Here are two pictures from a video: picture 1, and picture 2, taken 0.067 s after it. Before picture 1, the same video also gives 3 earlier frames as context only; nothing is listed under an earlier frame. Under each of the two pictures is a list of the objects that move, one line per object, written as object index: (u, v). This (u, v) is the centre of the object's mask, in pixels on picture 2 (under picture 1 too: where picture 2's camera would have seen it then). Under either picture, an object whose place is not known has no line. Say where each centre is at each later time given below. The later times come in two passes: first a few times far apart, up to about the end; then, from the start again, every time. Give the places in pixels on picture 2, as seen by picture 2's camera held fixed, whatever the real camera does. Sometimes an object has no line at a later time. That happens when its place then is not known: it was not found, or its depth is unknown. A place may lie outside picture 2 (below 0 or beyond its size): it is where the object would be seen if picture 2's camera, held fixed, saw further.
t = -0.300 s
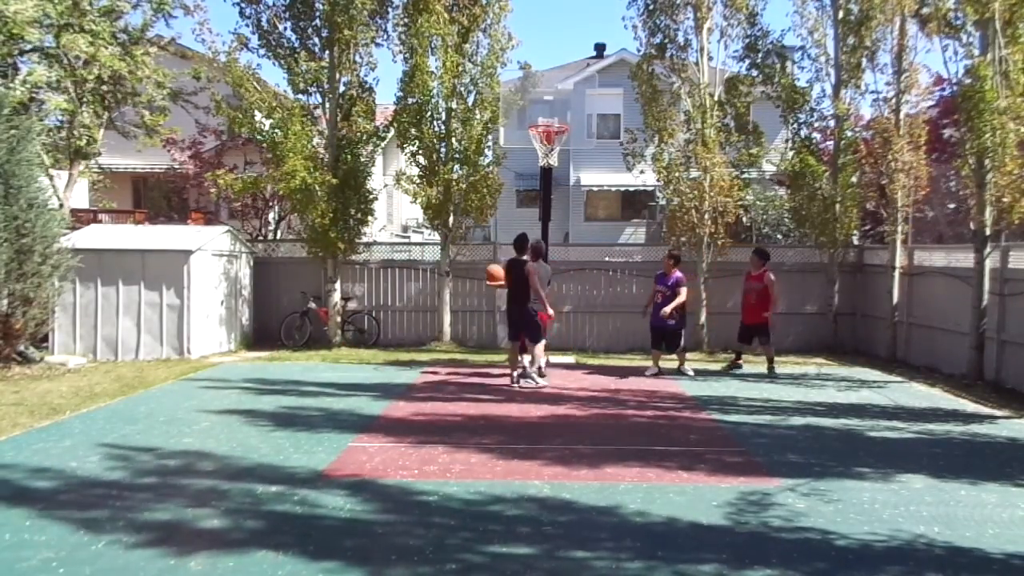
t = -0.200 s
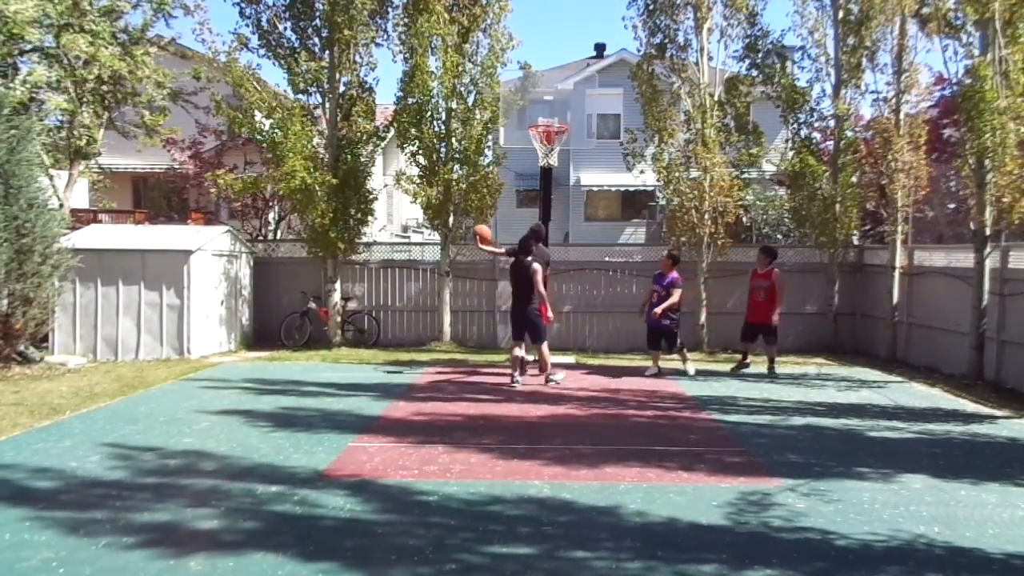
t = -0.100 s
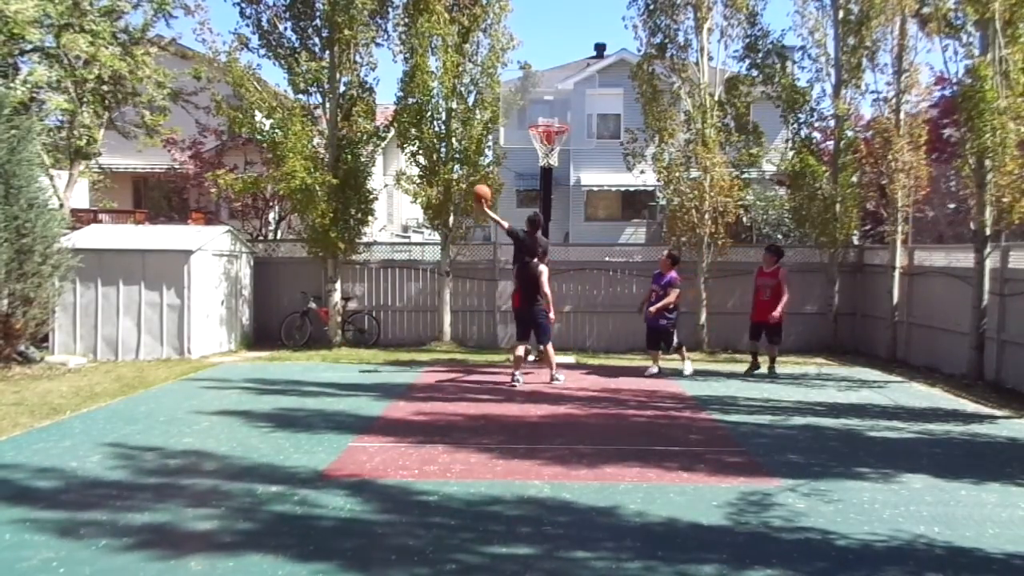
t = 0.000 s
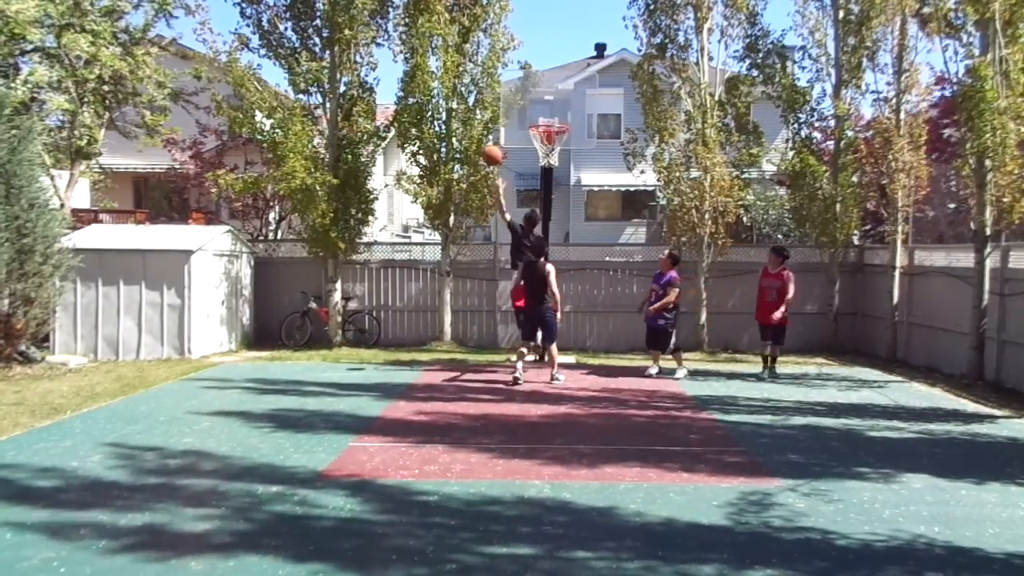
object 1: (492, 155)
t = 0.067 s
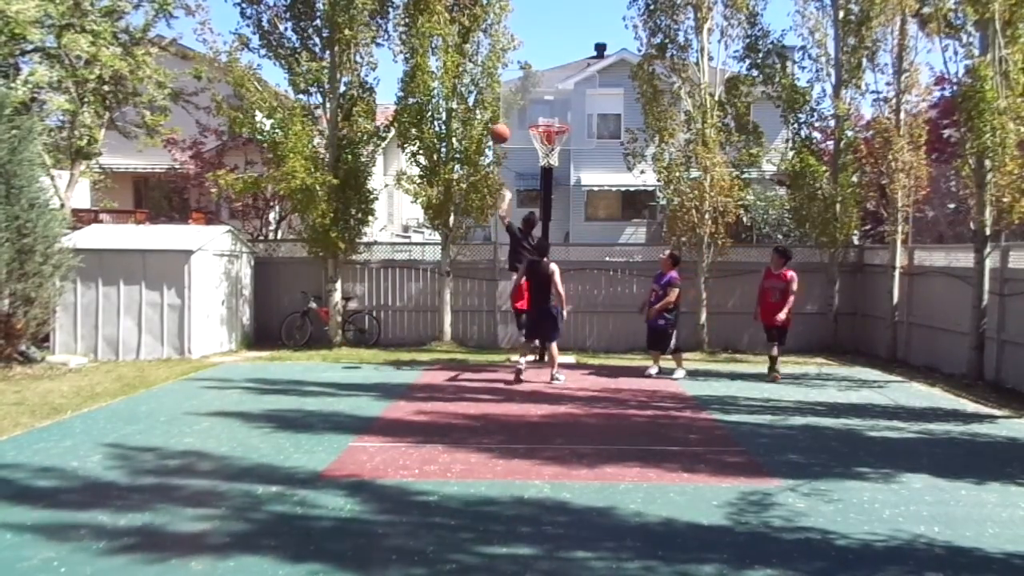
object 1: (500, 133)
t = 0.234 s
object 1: (519, 97)
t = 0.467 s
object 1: (542, 100)
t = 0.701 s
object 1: (545, 129)
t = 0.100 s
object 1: (503, 124)
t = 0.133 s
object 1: (508, 116)
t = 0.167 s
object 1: (511, 109)
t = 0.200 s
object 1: (515, 103)
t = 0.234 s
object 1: (519, 97)
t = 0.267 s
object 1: (522, 94)
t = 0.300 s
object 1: (525, 93)
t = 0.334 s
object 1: (528, 93)
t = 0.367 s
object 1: (532, 93)
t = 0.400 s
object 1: (535, 95)
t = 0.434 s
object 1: (539, 97)
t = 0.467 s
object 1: (542, 100)
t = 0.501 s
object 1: (546, 104)
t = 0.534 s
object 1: (549, 108)
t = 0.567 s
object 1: (553, 115)
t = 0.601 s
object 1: (557, 119)
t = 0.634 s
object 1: (552, 119)
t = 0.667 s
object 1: (547, 121)
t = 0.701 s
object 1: (545, 129)
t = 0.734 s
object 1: (547, 134)
